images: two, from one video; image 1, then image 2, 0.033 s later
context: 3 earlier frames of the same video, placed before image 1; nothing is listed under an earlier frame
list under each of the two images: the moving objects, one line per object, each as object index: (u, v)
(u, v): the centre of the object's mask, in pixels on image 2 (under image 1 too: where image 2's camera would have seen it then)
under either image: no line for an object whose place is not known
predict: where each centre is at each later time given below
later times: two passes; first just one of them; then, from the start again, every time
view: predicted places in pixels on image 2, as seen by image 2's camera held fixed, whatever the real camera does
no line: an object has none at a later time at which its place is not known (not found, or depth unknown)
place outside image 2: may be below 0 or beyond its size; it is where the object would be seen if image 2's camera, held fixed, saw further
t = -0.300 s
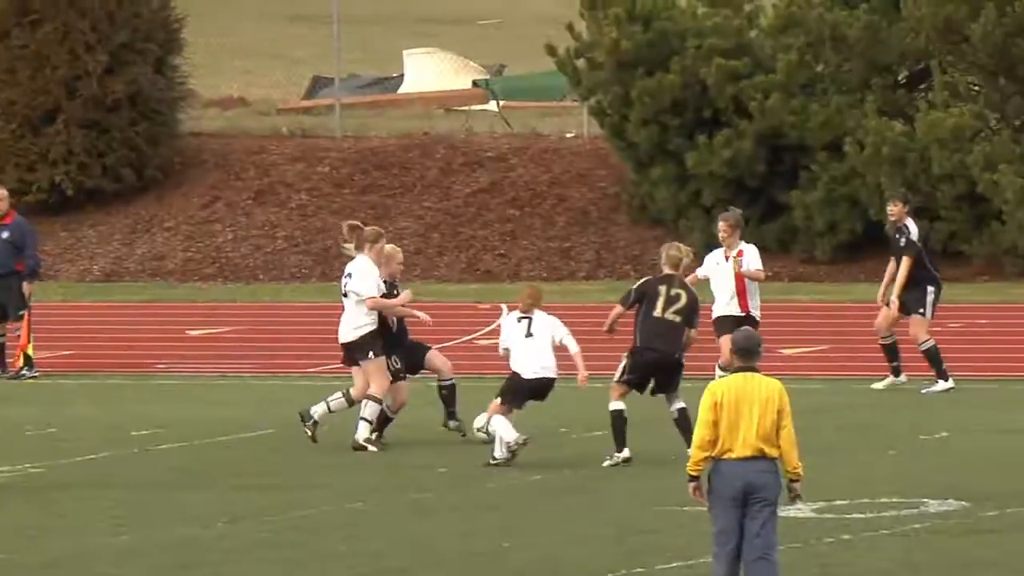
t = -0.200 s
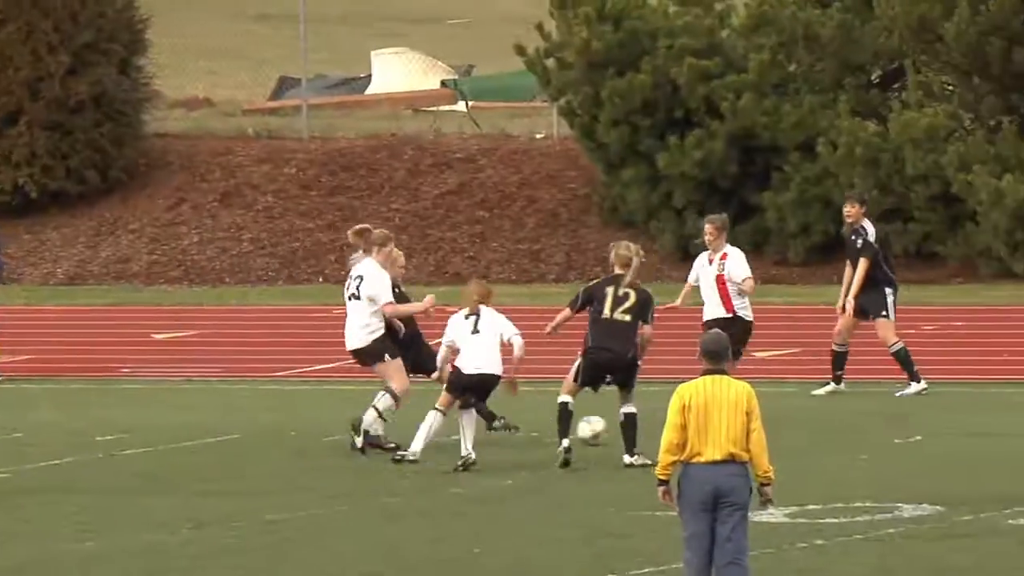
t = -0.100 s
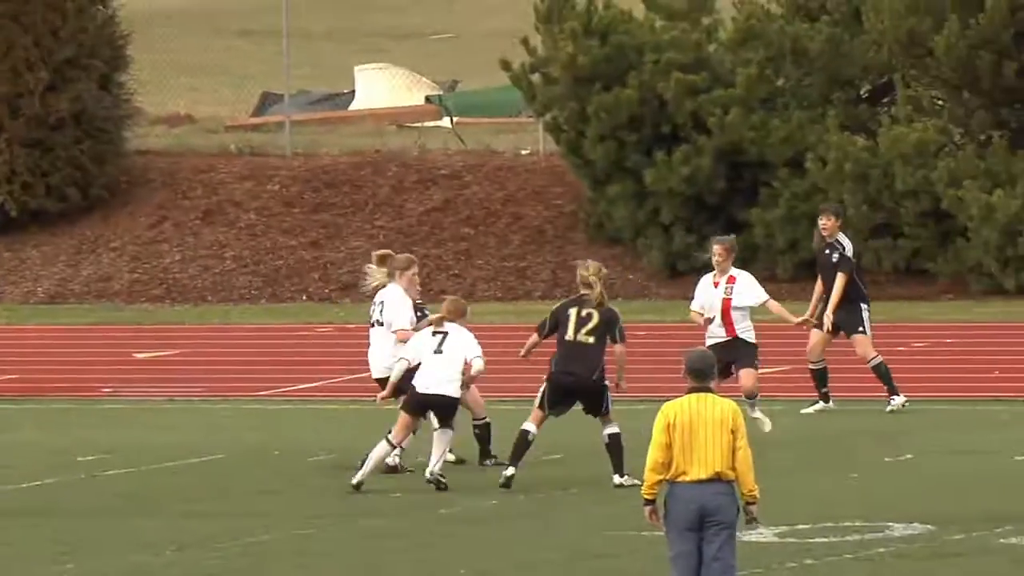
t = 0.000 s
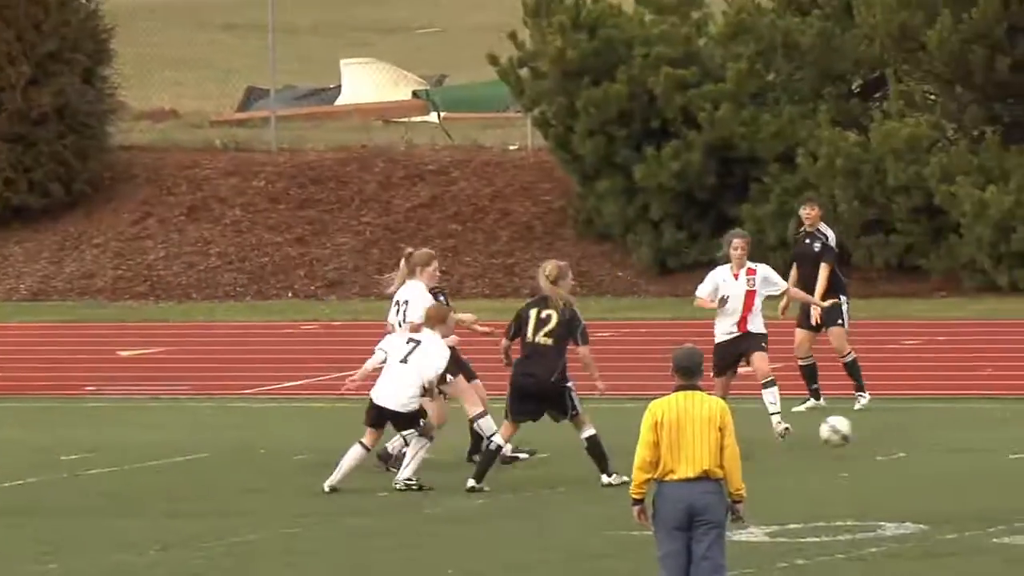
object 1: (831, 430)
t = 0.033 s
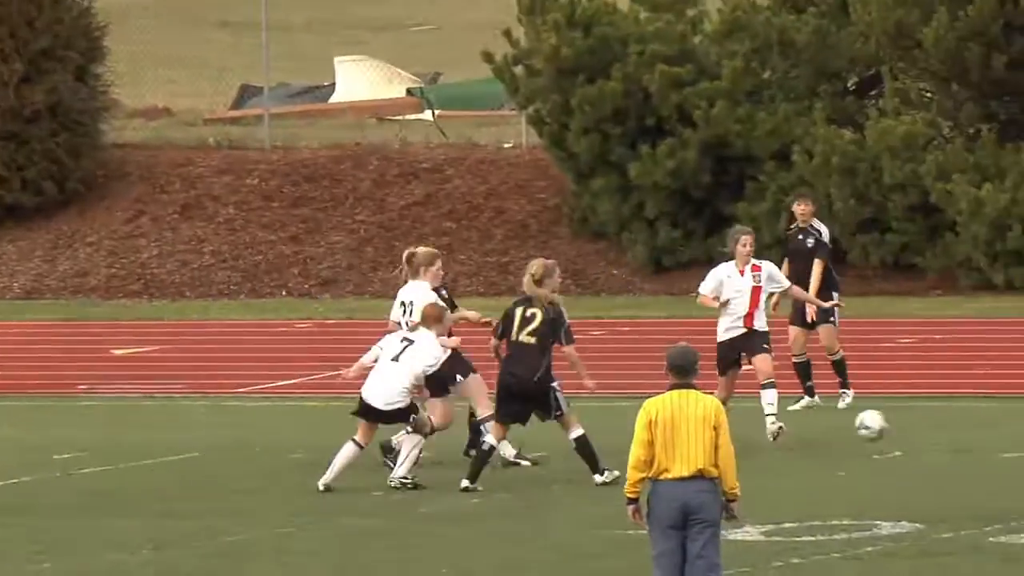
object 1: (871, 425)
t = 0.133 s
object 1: (990, 421)
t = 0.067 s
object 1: (911, 421)
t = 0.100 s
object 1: (950, 421)
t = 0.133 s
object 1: (990, 421)
